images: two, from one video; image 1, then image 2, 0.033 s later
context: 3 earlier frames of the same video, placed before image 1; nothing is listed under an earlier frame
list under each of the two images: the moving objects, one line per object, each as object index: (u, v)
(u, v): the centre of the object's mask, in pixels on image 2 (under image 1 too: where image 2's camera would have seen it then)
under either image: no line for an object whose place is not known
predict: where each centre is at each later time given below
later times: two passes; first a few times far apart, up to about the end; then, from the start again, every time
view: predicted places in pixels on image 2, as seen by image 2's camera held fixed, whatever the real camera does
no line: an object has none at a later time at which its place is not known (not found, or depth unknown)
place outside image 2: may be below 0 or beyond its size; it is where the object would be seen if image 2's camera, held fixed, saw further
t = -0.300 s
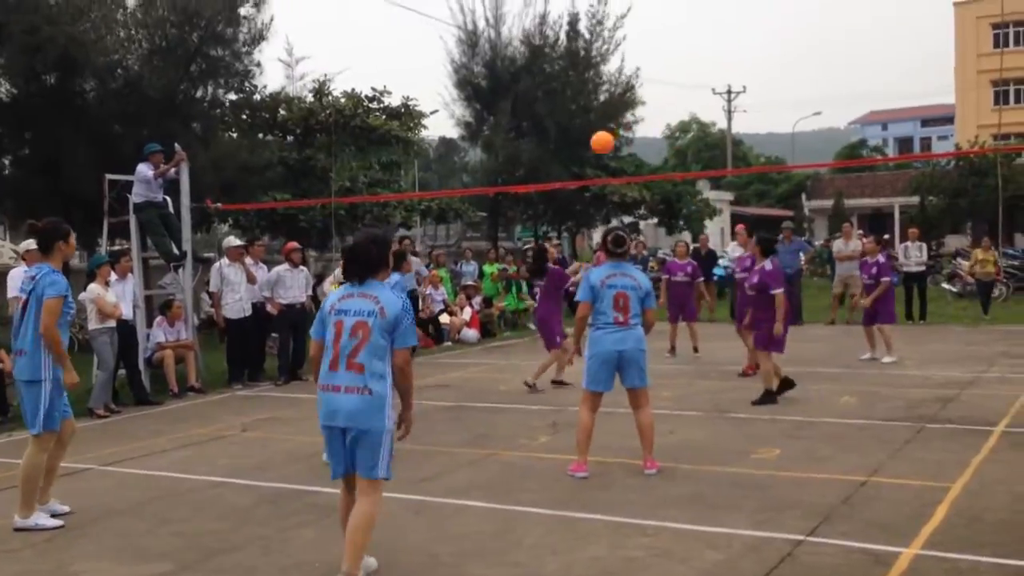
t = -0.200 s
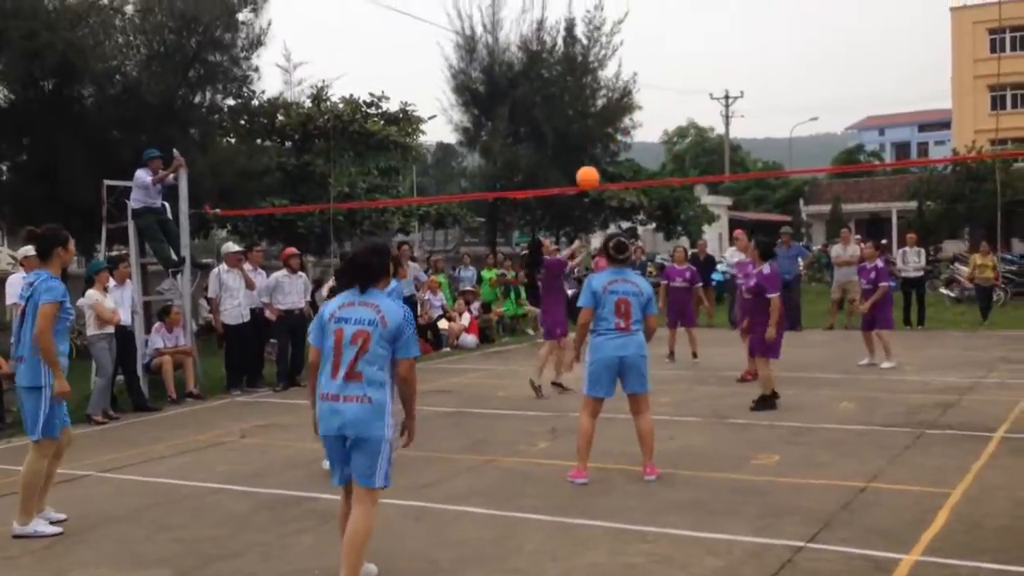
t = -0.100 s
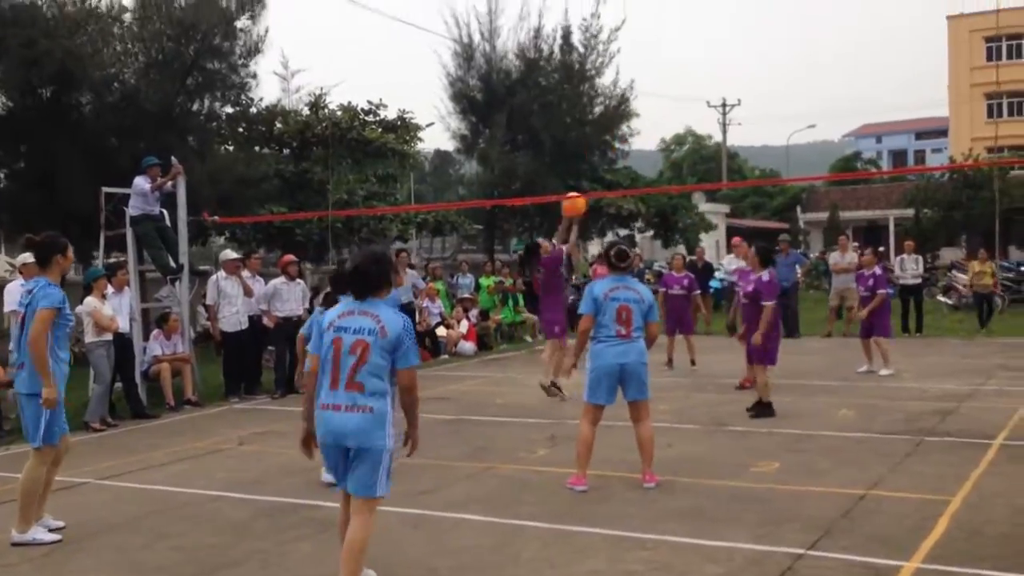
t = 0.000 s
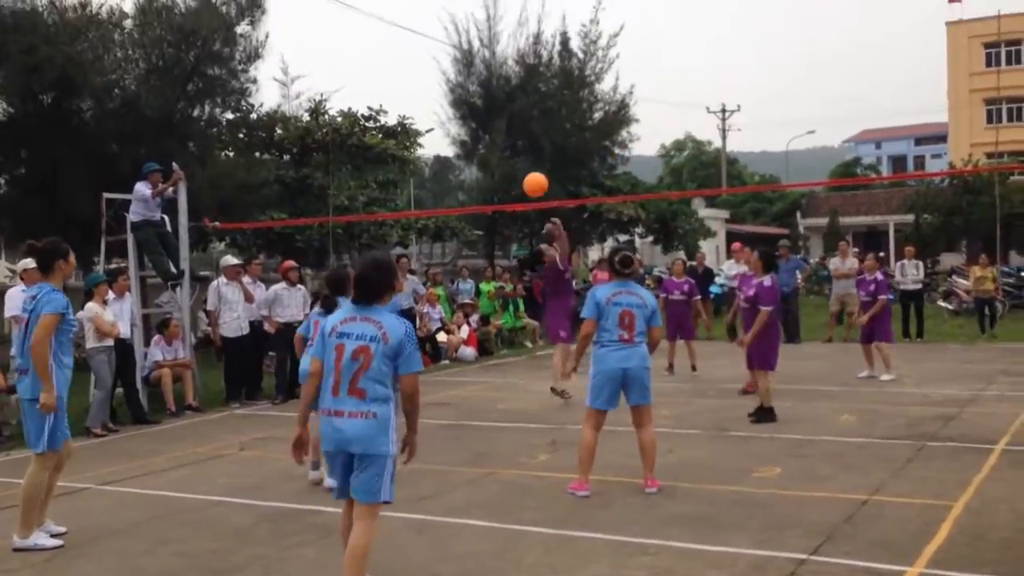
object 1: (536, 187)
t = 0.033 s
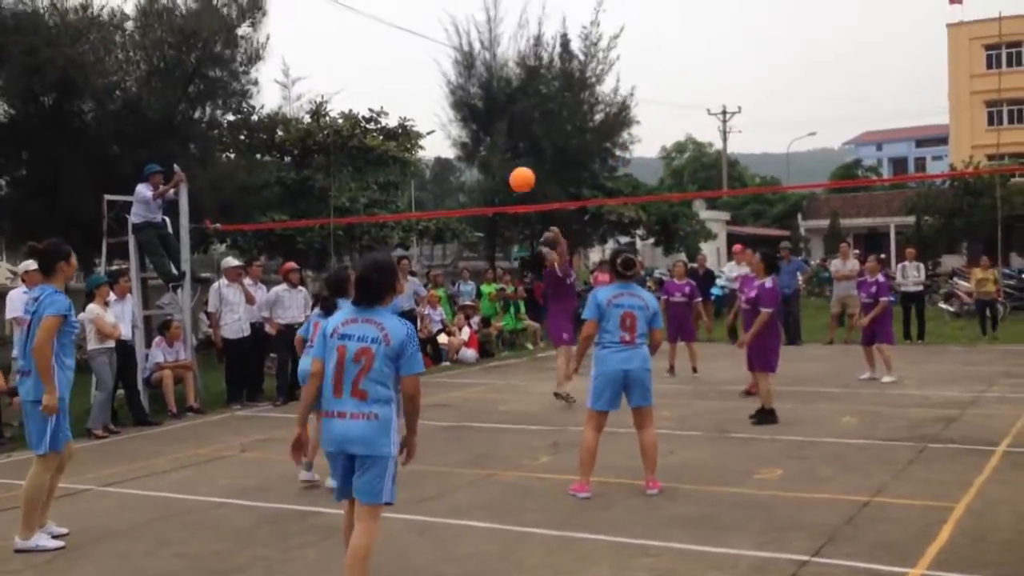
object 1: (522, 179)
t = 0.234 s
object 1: (424, 165)
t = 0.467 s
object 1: (276, 209)
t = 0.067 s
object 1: (507, 174)
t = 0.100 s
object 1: (492, 170)
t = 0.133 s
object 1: (476, 167)
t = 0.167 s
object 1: (459, 166)
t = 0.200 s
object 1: (443, 165)
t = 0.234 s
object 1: (424, 165)
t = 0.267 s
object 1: (406, 167)
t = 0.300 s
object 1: (387, 169)
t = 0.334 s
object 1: (367, 173)
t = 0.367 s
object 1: (345, 180)
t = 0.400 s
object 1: (324, 187)
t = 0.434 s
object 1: (300, 197)
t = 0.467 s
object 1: (276, 209)
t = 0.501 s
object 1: (250, 222)
